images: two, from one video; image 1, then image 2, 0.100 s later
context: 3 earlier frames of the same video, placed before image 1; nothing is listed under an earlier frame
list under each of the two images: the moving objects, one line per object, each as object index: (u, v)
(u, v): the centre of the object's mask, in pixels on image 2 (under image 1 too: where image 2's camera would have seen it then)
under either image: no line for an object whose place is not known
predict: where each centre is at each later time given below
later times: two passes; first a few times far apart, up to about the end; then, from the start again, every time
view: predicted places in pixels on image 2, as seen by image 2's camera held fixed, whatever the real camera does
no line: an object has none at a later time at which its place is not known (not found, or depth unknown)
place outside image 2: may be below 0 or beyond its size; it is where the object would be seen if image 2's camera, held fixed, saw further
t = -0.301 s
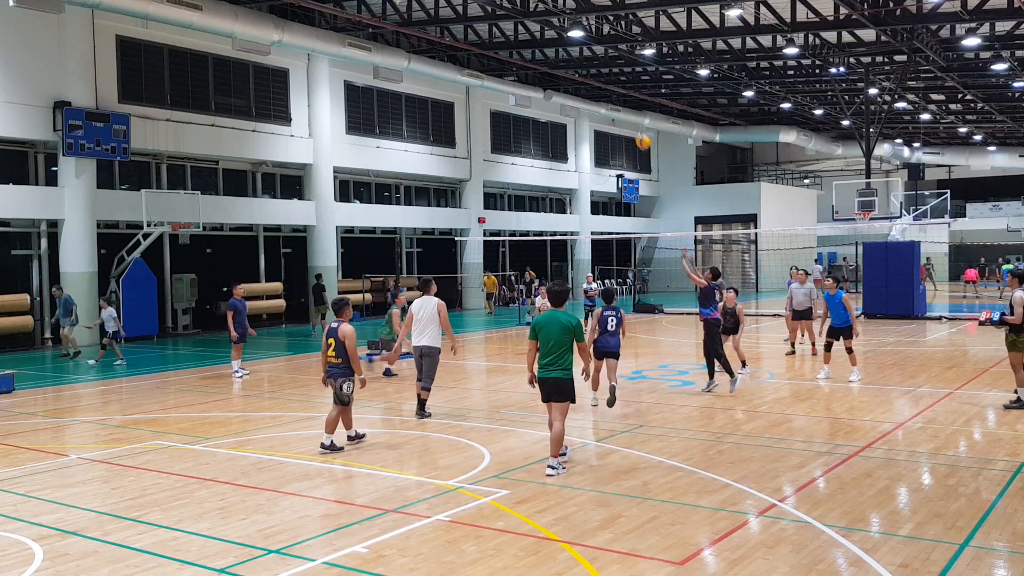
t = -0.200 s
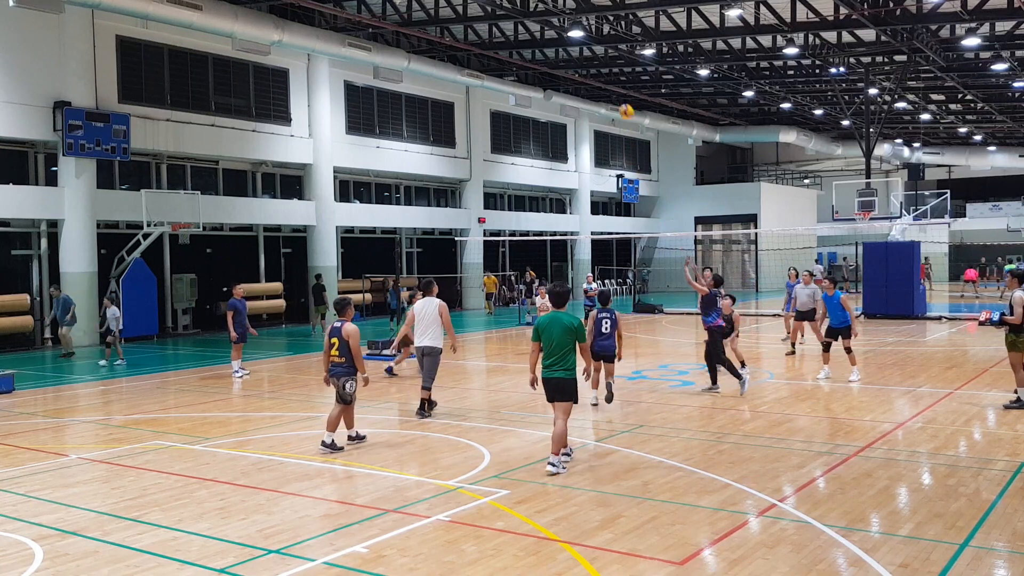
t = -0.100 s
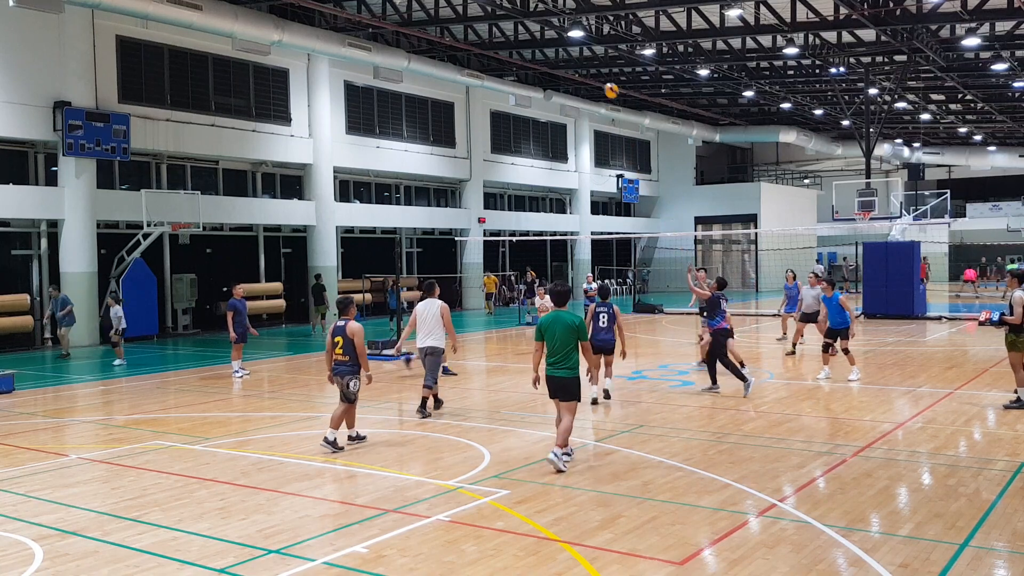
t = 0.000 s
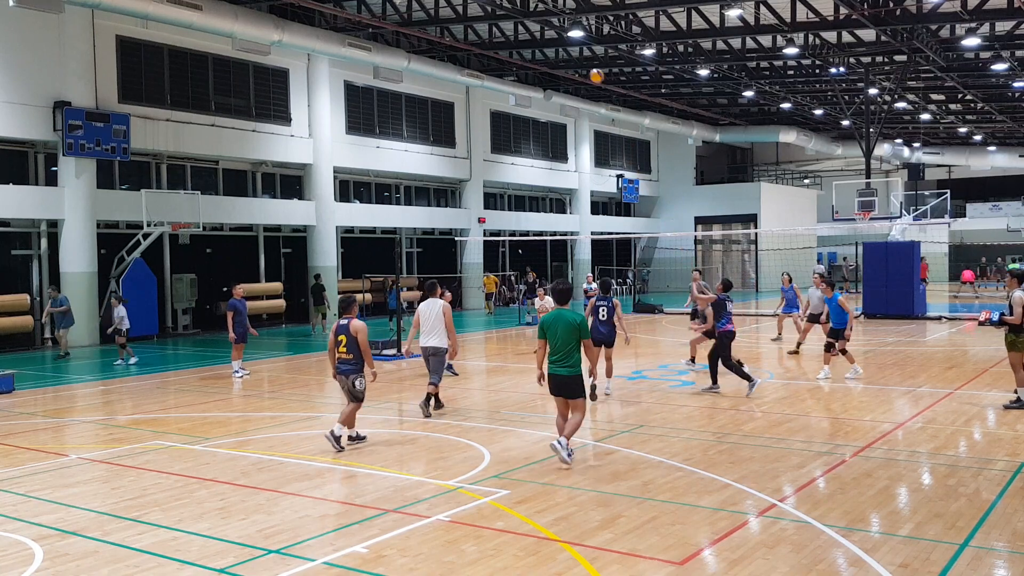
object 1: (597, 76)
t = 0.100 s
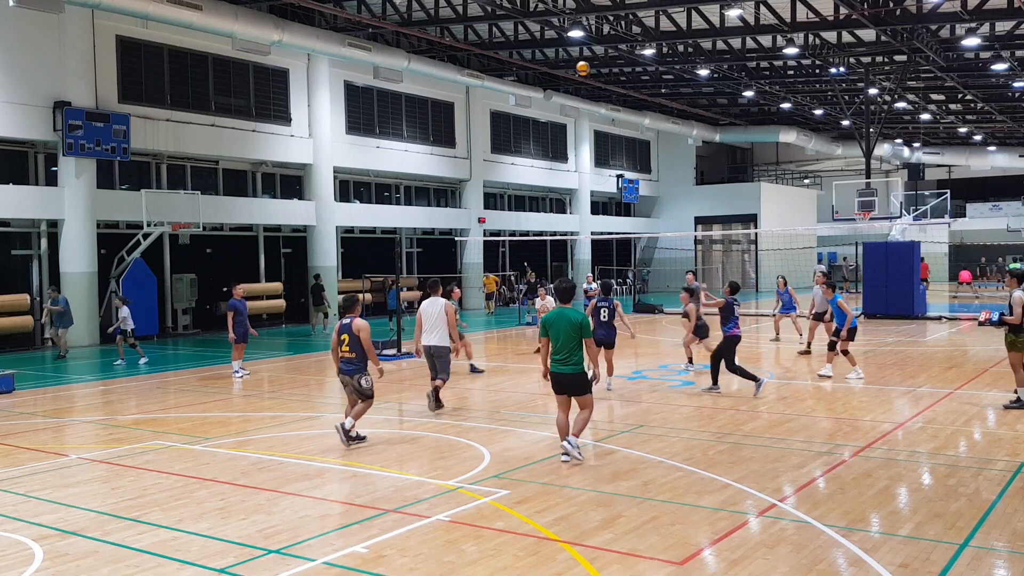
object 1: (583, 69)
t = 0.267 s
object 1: (561, 69)
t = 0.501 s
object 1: (534, 97)
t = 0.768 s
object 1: (507, 163)
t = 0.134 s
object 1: (578, 67)
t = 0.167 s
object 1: (574, 67)
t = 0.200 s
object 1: (570, 67)
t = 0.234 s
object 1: (565, 68)
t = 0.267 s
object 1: (561, 69)
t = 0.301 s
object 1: (557, 71)
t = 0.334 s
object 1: (553, 74)
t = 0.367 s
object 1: (549, 78)
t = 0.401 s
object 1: (545, 82)
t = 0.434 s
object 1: (542, 86)
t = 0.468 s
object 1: (538, 91)
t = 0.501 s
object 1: (534, 97)
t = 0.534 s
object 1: (531, 103)
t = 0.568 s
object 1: (527, 111)
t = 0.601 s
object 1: (523, 118)
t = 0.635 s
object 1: (519, 126)
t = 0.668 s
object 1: (516, 135)
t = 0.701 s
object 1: (513, 143)
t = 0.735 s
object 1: (510, 152)
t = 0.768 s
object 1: (507, 163)
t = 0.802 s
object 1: (503, 173)
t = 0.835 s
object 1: (500, 184)
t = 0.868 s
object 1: (497, 195)
